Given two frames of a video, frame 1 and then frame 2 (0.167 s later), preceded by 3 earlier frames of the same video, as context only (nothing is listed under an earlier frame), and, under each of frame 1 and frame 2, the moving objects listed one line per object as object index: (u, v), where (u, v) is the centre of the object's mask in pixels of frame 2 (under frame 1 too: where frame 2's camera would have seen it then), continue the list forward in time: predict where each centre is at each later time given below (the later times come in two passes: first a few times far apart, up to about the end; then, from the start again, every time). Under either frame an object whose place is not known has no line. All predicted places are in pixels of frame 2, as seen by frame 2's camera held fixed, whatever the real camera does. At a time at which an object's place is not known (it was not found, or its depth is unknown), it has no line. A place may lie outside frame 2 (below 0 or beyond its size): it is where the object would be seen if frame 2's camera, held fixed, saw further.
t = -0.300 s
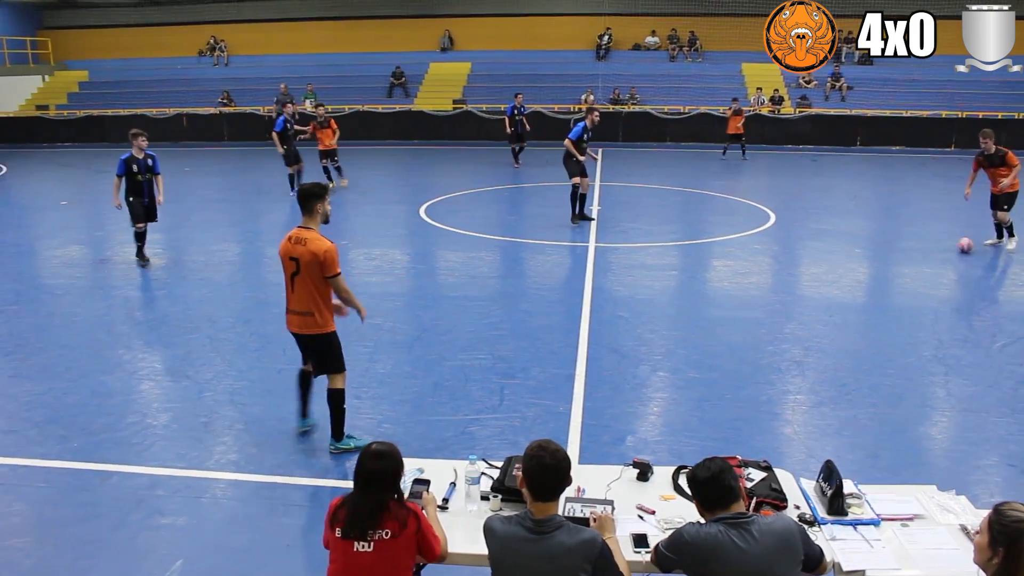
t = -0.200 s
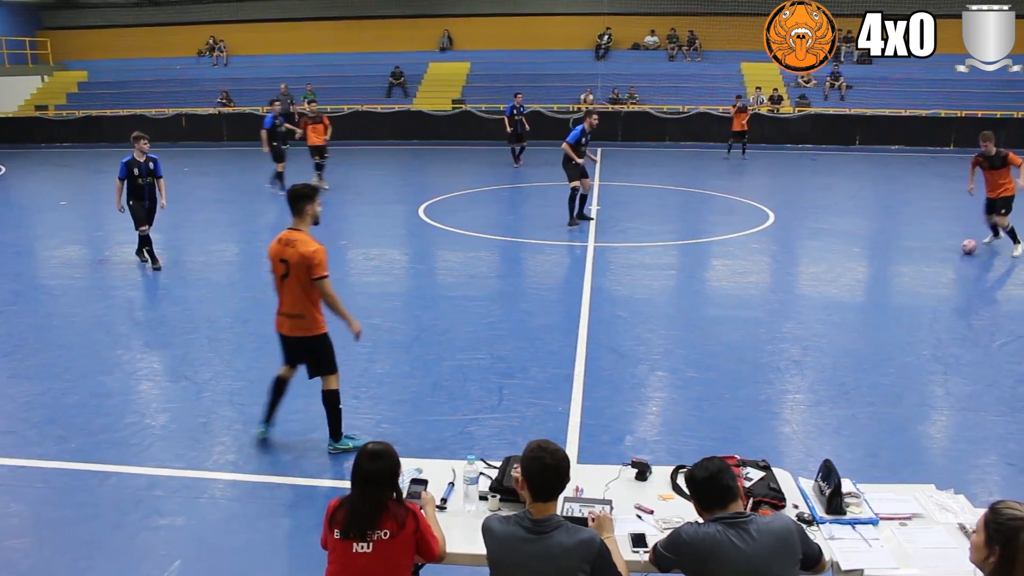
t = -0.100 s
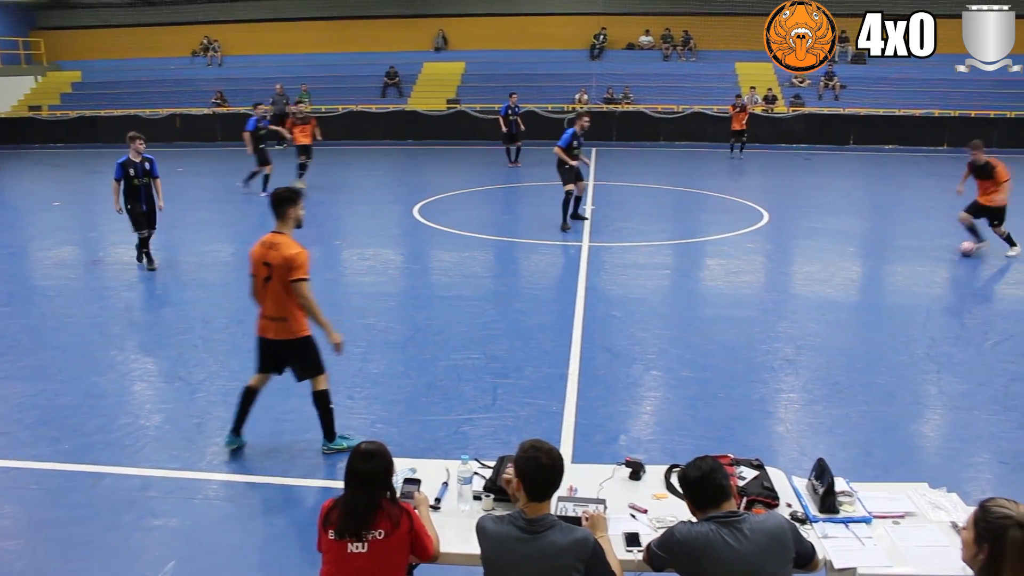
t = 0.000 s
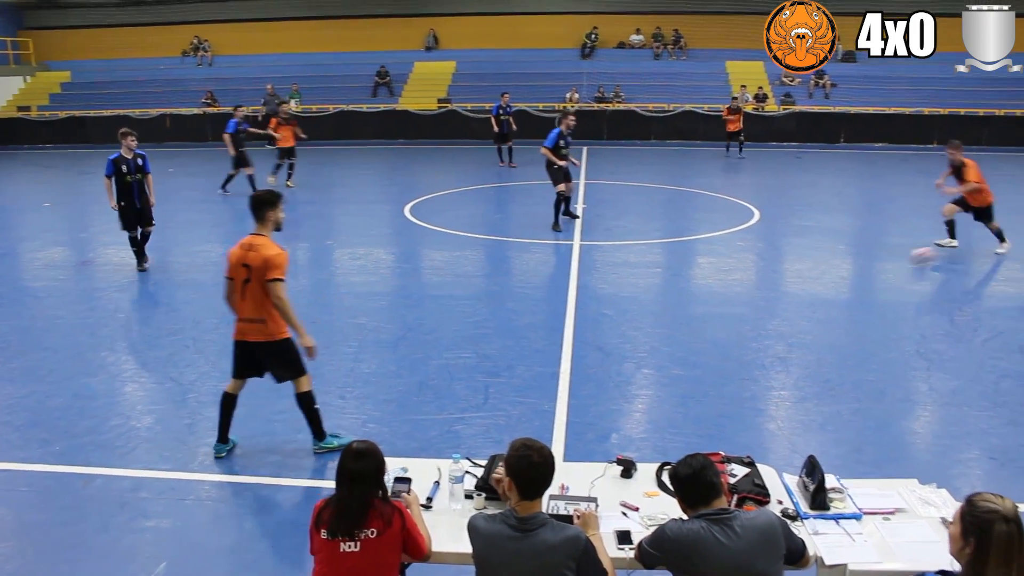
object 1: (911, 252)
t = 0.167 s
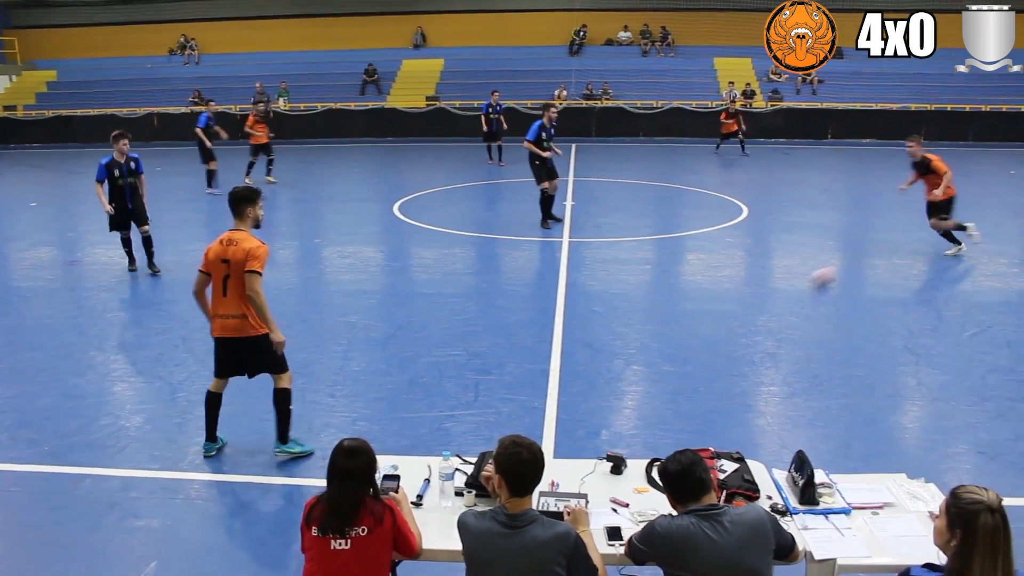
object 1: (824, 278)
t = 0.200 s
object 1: (804, 283)
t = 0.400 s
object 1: (675, 321)
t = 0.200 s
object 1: (804, 283)
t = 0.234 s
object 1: (784, 288)
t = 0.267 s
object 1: (764, 295)
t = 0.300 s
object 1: (743, 301)
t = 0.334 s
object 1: (721, 306)
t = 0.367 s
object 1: (698, 312)
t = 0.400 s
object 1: (675, 321)
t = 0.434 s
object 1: (652, 326)
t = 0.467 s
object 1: (627, 333)
